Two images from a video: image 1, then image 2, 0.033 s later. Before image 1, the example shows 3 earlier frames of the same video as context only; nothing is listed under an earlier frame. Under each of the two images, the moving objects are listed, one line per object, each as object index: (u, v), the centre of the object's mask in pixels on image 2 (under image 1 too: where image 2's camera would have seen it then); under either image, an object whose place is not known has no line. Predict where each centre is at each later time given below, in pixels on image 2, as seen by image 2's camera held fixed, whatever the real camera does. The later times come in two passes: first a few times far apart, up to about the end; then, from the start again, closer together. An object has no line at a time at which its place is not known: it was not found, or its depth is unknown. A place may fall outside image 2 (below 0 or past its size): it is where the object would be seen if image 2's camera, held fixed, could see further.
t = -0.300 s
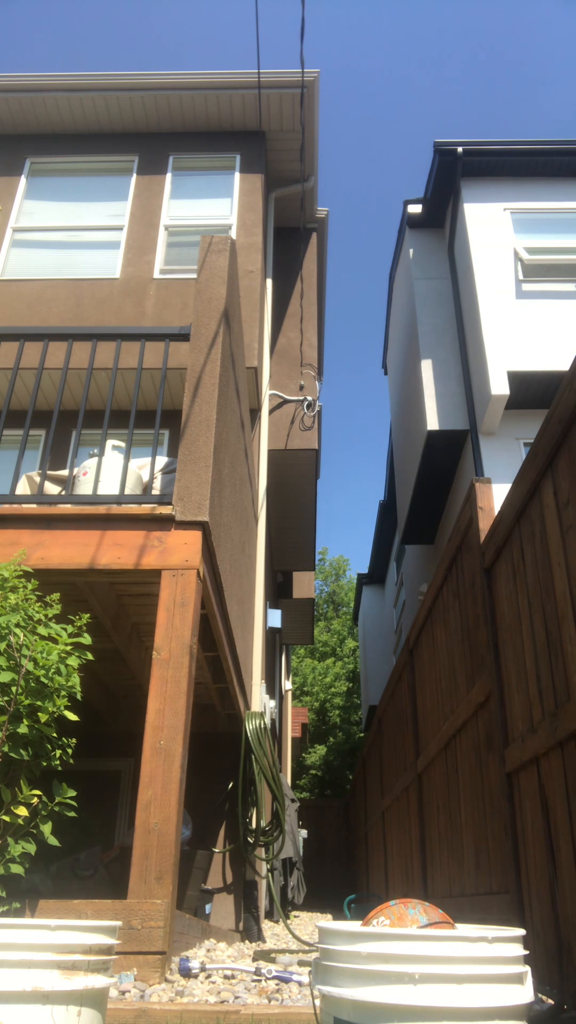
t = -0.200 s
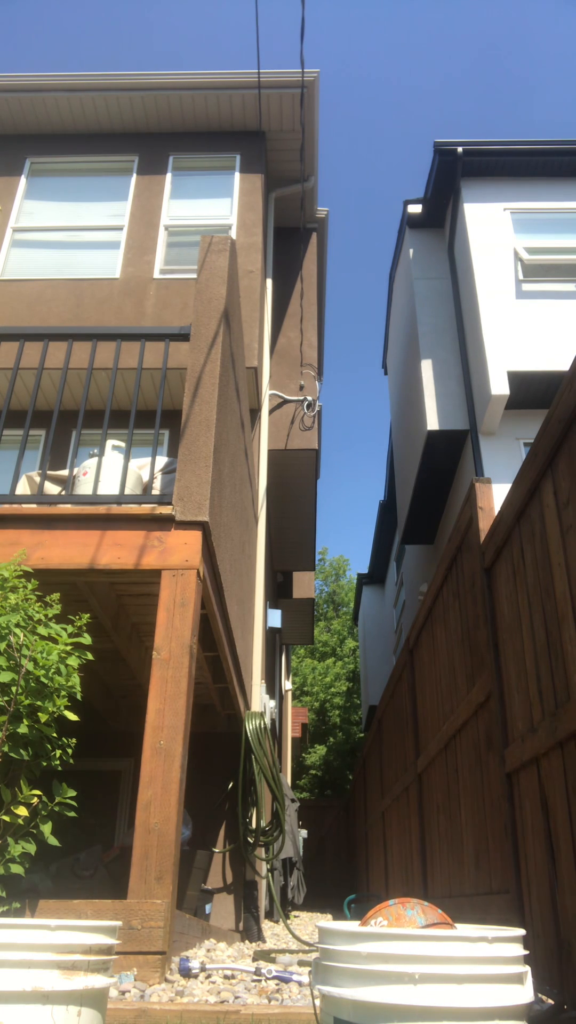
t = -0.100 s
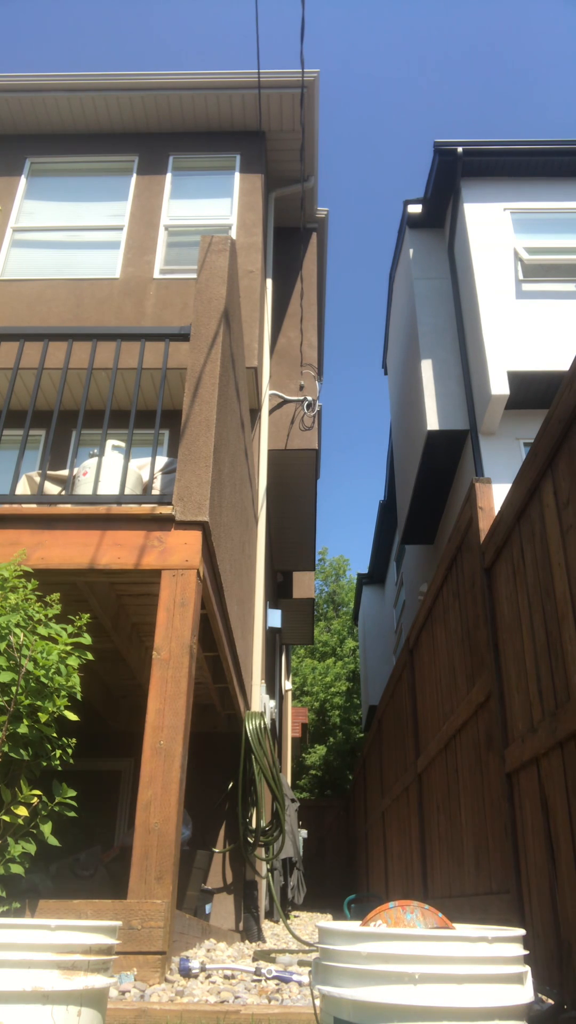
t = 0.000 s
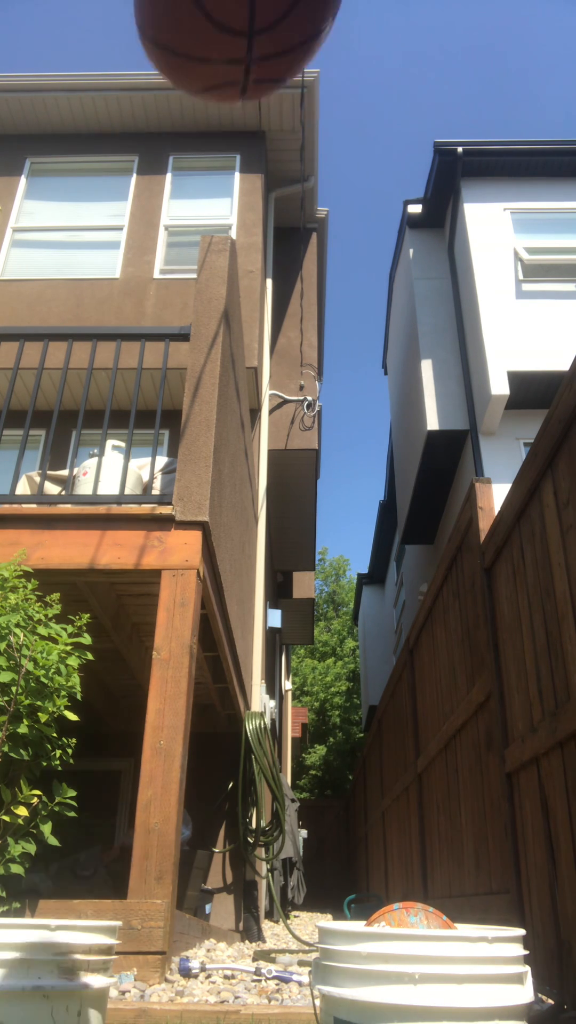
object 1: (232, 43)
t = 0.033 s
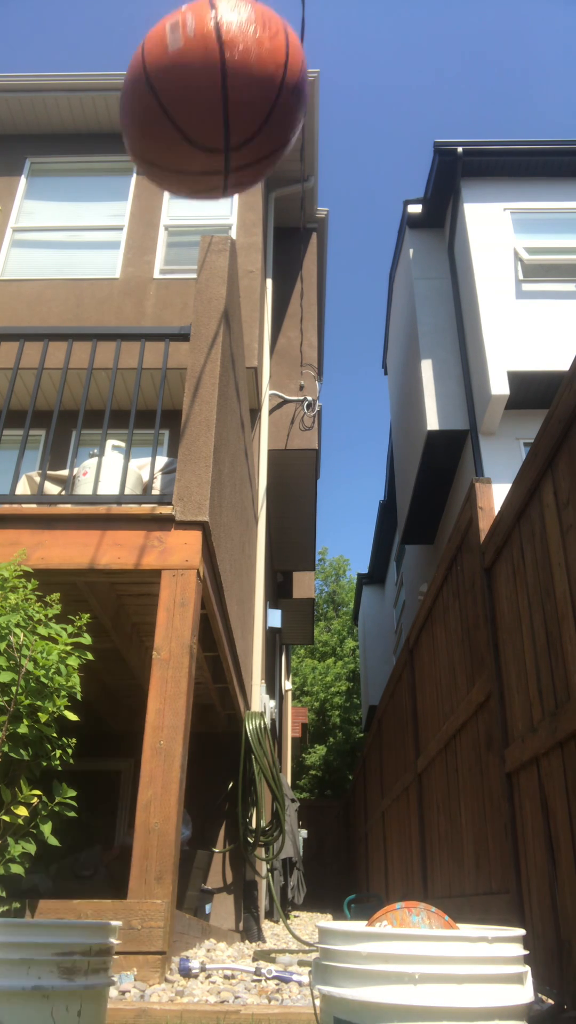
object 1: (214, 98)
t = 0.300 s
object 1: (91, 754)
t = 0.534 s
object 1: (54, 887)
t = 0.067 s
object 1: (193, 197)
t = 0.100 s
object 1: (175, 288)
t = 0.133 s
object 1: (160, 371)
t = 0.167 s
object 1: (145, 450)
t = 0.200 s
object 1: (131, 527)
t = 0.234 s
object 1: (118, 602)
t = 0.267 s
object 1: (104, 677)
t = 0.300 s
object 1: (91, 754)
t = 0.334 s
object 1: (78, 832)
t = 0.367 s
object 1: (70, 888)
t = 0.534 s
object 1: (54, 887)
